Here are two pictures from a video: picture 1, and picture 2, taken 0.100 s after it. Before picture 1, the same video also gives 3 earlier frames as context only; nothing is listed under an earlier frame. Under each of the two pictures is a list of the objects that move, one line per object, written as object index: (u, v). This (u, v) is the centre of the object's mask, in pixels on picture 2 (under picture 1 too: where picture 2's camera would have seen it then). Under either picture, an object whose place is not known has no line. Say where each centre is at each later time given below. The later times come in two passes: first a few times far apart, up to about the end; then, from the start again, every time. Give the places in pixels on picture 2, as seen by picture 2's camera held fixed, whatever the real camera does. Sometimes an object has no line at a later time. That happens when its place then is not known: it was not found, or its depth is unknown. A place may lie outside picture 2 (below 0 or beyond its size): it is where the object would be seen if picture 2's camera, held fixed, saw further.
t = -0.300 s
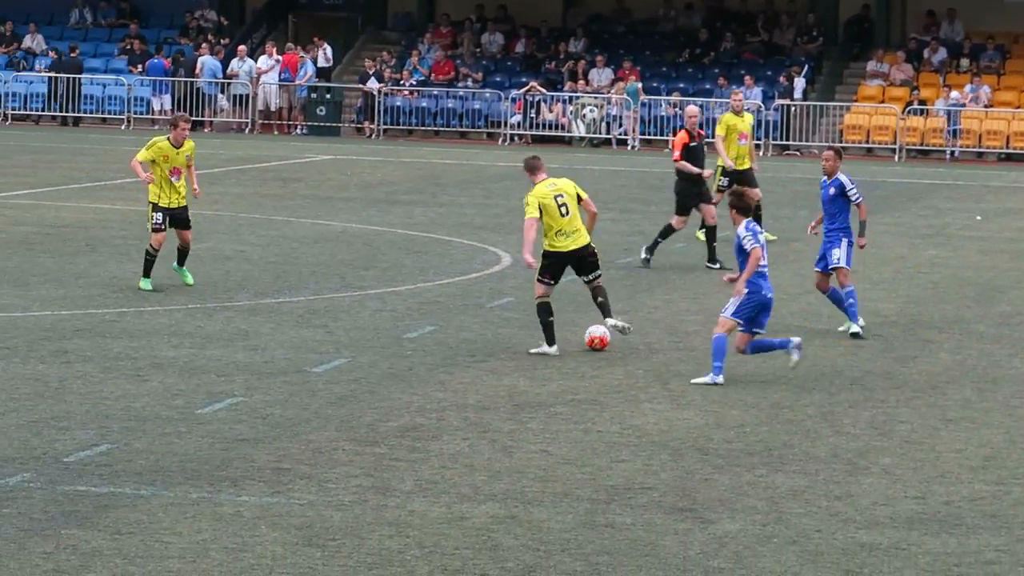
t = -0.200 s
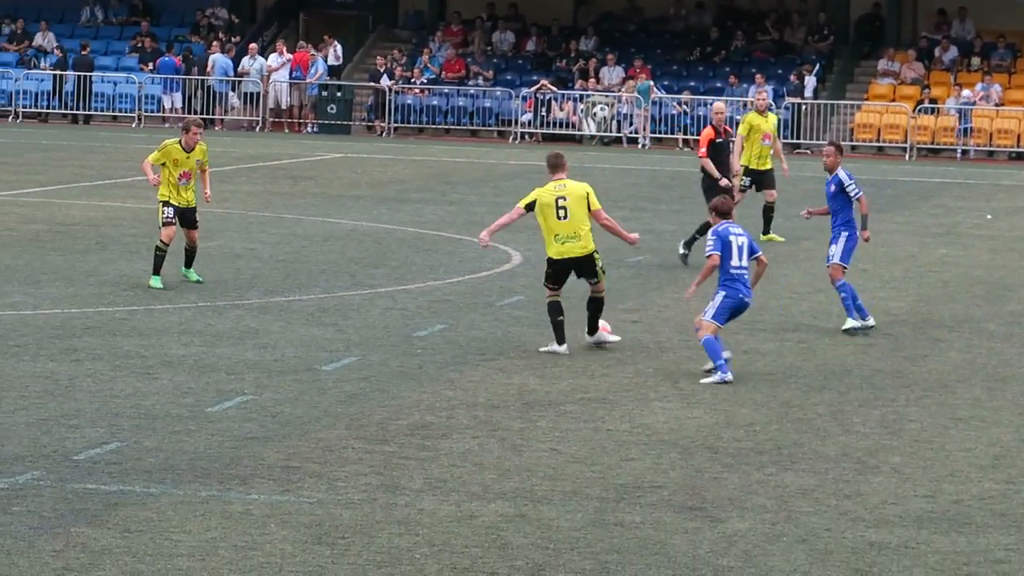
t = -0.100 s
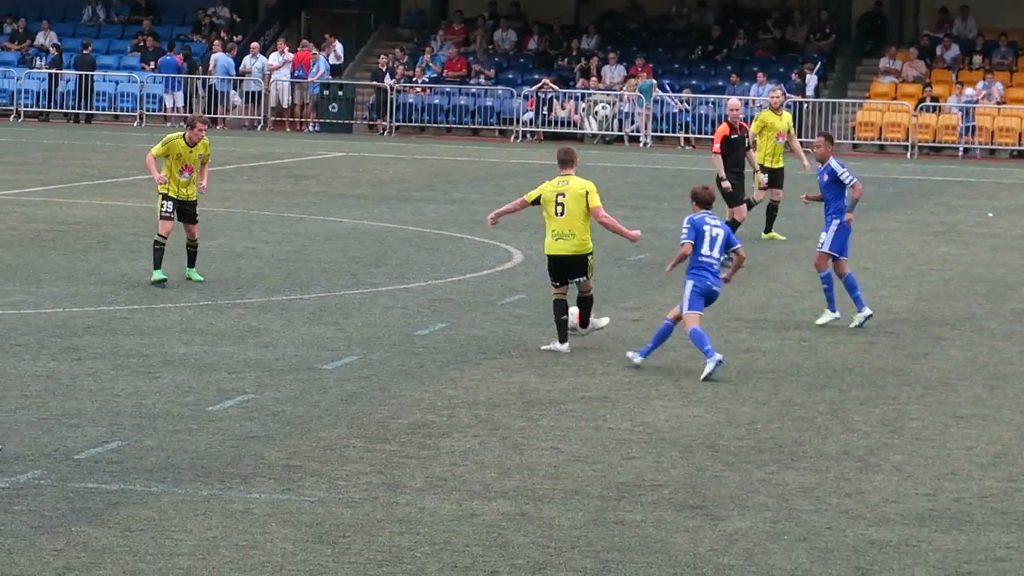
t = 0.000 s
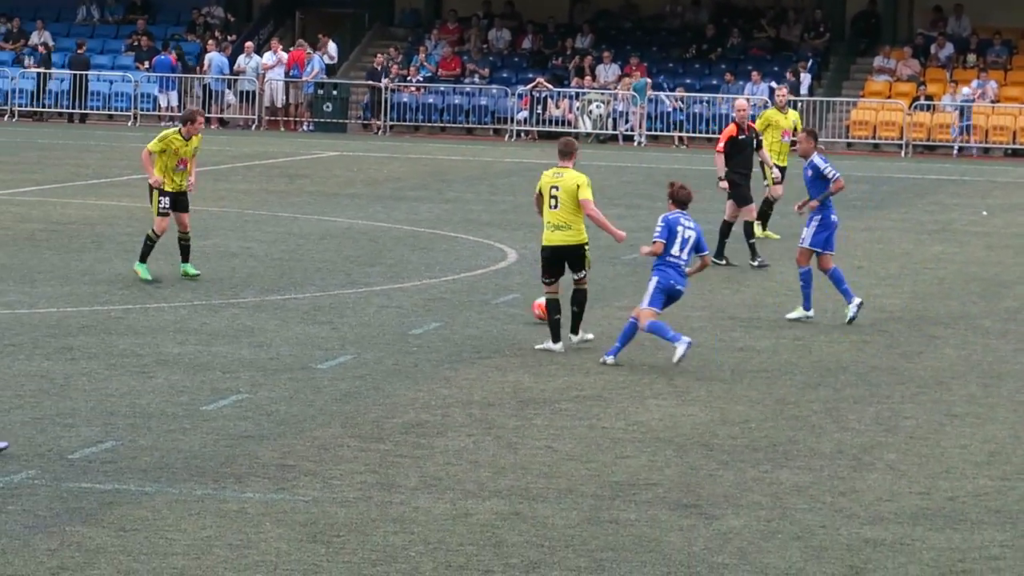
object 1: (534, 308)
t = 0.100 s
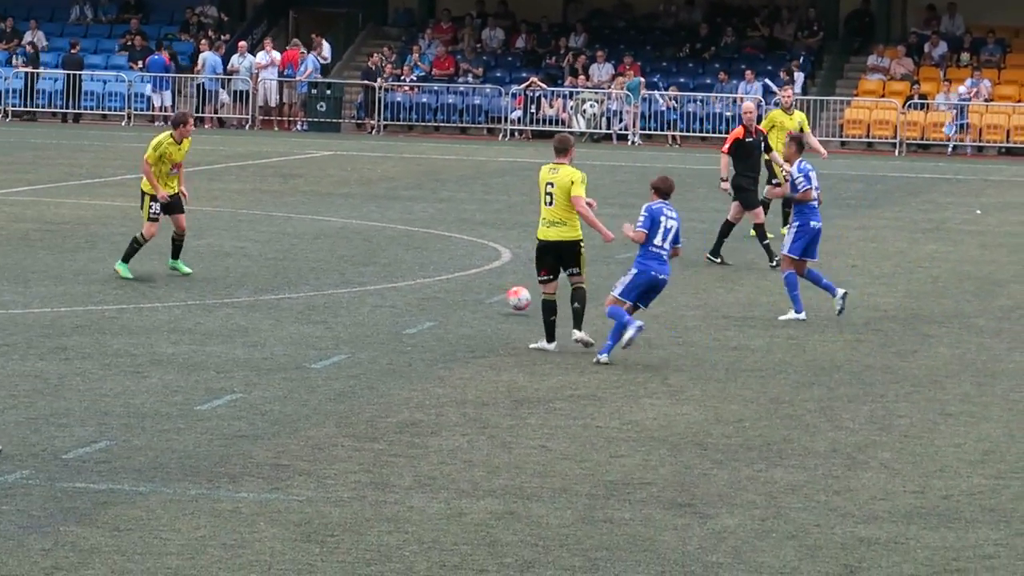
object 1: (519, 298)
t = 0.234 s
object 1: (493, 289)
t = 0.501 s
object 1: (454, 274)
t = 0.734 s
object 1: (426, 265)
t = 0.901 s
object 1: (408, 259)
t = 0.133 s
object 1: (511, 297)
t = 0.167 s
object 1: (504, 298)
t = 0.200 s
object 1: (498, 292)
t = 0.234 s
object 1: (493, 289)
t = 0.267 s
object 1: (488, 286)
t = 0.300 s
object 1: (483, 283)
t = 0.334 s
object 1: (478, 282)
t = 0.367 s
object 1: (472, 282)
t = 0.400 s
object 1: (467, 284)
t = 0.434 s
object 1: (463, 281)
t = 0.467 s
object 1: (459, 277)
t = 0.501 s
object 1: (454, 274)
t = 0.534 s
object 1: (450, 274)
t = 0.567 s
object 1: (445, 273)
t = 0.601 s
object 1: (441, 275)
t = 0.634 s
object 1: (437, 272)
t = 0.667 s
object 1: (433, 269)
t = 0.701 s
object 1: (430, 267)
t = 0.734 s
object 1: (426, 265)
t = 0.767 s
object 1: (422, 266)
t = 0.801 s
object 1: (418, 265)
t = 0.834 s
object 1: (415, 263)
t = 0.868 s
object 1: (411, 260)
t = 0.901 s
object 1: (408, 259)
